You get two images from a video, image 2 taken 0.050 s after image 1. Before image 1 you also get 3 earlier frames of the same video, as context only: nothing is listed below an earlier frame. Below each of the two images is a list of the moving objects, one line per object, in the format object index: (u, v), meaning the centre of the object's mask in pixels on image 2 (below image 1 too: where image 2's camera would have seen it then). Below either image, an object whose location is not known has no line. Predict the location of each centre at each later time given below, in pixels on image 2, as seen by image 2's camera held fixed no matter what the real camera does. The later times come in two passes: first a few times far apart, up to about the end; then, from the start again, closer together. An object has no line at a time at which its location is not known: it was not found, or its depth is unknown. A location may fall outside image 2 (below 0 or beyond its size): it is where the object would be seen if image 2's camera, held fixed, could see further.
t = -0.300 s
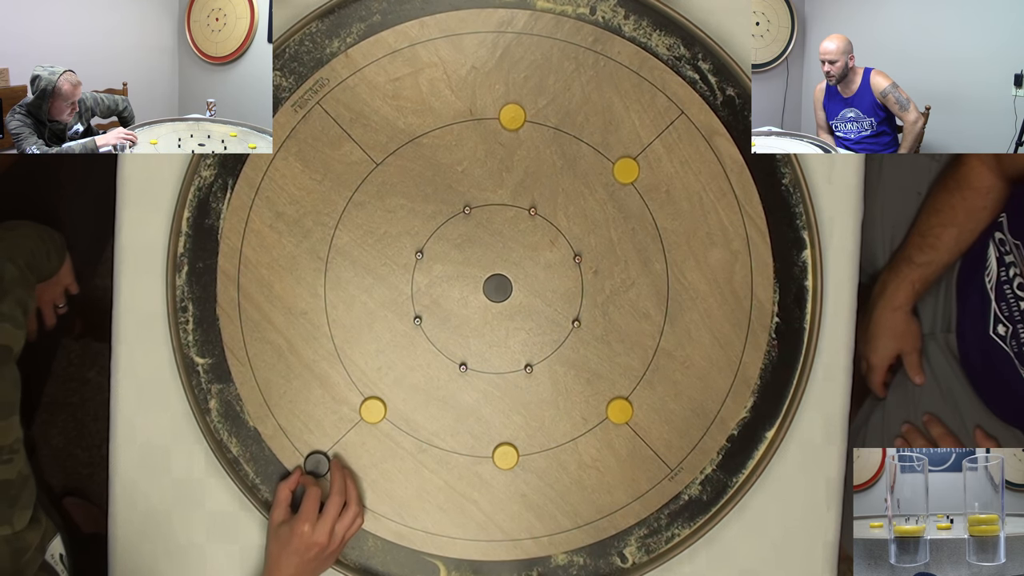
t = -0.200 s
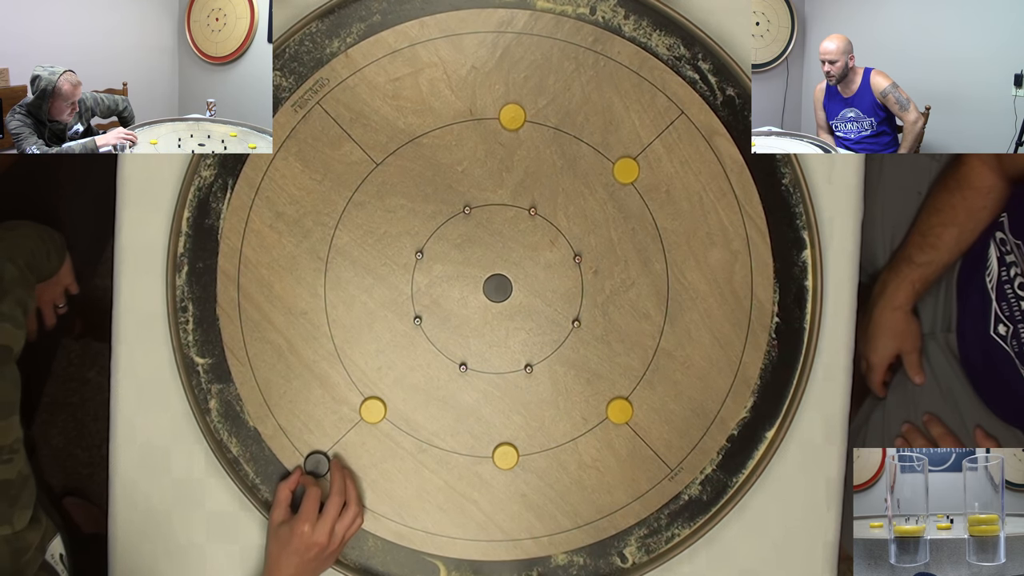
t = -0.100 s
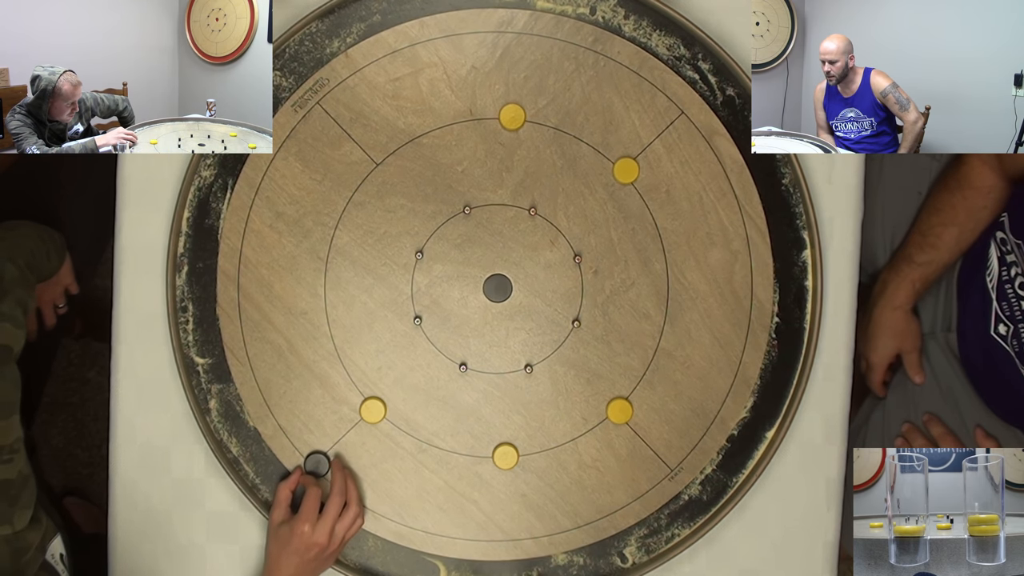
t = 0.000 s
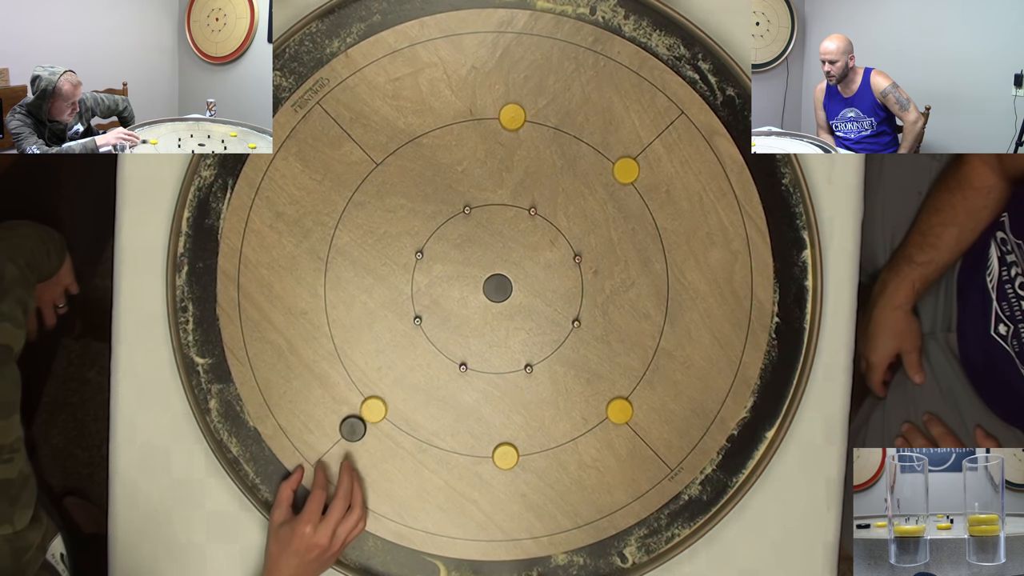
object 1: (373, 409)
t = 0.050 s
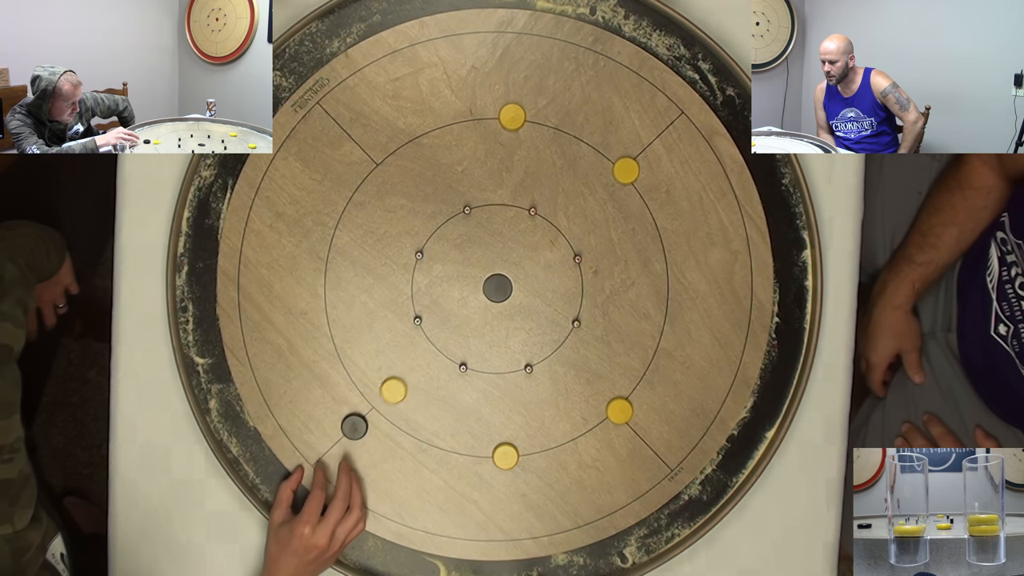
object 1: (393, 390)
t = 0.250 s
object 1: (454, 332)
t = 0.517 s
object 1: (478, 308)
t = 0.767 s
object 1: (478, 308)
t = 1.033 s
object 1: (478, 308)
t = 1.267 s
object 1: (478, 308)
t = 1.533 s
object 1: (478, 308)
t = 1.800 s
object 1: (478, 308)
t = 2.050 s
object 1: (478, 308)
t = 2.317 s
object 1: (478, 308)
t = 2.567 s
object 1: (478, 308)
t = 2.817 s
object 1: (478, 308)
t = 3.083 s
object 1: (478, 308)
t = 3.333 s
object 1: (478, 308)
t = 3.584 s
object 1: (478, 308)
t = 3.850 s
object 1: (478, 308)
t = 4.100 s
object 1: (478, 308)
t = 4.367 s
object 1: (478, 308)
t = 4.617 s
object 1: (478, 308)
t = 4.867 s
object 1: (478, 308)
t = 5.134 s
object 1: (478, 308)
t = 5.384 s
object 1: (478, 308)
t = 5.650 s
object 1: (478, 308)
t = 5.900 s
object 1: (478, 308)
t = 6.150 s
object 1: (478, 308)
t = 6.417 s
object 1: (478, 308)
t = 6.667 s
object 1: (478, 308)
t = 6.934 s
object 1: (478, 308)
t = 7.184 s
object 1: (478, 308)
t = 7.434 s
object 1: (478, 308)
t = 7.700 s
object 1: (478, 308)
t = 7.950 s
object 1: (478, 308)
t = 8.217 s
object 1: (478, 308)
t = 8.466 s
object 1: (478, 308)
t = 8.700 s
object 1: (478, 308)
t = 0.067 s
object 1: (400, 384)
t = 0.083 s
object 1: (406, 378)
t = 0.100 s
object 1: (412, 372)
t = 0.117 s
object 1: (417, 367)
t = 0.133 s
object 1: (423, 361)
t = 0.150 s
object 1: (428, 357)
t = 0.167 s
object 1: (433, 352)
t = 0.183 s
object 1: (438, 347)
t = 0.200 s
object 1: (442, 343)
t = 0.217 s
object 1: (446, 339)
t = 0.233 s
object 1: (450, 335)
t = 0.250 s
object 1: (454, 332)
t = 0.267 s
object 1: (457, 329)
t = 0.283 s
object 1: (460, 325)
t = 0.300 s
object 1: (463, 323)
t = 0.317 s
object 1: (466, 320)
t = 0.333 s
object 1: (468, 318)
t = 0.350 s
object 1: (470, 316)
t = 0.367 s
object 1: (472, 314)
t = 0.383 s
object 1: (474, 312)
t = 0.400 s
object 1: (475, 311)
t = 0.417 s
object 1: (476, 310)
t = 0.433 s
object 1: (477, 309)
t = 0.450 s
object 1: (478, 309)
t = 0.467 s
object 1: (478, 308)
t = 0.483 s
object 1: (478, 308)
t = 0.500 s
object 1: (478, 308)
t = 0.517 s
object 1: (478, 308)
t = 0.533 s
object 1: (478, 308)
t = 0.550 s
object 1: (478, 308)
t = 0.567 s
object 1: (478, 308)
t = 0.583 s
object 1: (478, 308)
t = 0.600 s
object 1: (478, 308)
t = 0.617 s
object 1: (478, 308)
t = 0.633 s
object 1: (478, 308)
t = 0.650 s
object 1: (478, 308)
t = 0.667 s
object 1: (478, 308)
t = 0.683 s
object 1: (478, 308)
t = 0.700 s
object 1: (478, 308)
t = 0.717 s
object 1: (478, 308)
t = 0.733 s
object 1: (478, 308)
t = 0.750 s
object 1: (478, 308)
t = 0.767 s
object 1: (478, 308)
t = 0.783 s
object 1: (478, 308)
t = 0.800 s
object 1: (478, 308)
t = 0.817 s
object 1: (478, 308)
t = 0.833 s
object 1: (478, 308)
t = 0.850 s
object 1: (478, 308)
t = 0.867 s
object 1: (478, 308)
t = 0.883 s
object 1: (478, 308)
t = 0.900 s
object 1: (478, 308)
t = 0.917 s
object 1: (478, 308)
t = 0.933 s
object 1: (478, 308)
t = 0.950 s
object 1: (478, 308)
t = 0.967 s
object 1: (478, 308)
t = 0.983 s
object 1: (478, 308)
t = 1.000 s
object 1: (478, 308)
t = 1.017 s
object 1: (478, 308)
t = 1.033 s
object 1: (478, 308)
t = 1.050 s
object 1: (478, 308)
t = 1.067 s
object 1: (478, 308)
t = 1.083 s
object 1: (478, 308)
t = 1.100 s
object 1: (478, 308)
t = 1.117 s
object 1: (478, 308)
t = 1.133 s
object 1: (478, 308)
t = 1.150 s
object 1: (478, 308)
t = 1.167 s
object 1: (478, 308)
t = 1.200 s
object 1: (478, 308)
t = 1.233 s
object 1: (478, 308)
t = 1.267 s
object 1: (478, 308)
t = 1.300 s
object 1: (478, 308)
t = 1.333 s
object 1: (478, 308)
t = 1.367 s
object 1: (478, 308)
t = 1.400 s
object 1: (478, 308)
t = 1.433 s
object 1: (478, 308)
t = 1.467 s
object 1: (478, 308)
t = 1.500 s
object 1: (478, 308)
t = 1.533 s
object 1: (478, 308)
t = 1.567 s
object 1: (478, 308)
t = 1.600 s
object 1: (478, 308)
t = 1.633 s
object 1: (478, 308)
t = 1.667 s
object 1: (478, 308)
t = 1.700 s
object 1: (478, 308)
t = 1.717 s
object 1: (478, 308)
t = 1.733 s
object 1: (478, 308)
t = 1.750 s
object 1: (478, 308)
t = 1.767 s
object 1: (478, 308)
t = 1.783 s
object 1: (478, 308)
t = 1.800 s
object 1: (478, 308)
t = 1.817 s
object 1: (478, 308)
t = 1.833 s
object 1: (478, 308)
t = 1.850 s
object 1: (478, 308)
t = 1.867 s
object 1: (478, 308)
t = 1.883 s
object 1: (478, 308)
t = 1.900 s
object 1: (478, 308)
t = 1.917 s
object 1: (478, 308)
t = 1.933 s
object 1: (478, 308)
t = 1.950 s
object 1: (478, 308)
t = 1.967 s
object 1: (478, 308)
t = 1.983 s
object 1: (478, 308)
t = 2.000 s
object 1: (478, 308)
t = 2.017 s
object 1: (478, 308)
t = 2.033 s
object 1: (478, 308)
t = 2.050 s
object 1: (478, 308)
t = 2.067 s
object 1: (478, 308)
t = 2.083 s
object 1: (478, 308)
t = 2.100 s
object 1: (478, 308)
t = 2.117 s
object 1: (478, 308)
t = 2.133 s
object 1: (478, 308)
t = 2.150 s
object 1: (478, 308)
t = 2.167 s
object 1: (478, 308)
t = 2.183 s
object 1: (478, 308)
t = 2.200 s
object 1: (478, 308)
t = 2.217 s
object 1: (478, 308)
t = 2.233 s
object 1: (478, 308)
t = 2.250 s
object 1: (478, 308)
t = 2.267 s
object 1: (478, 308)
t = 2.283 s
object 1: (478, 308)
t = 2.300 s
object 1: (478, 308)
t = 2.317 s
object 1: (478, 308)
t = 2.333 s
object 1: (478, 308)
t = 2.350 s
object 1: (478, 308)
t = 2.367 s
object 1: (478, 308)
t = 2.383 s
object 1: (478, 308)
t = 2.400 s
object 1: (478, 308)
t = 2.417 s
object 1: (478, 308)
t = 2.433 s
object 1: (478, 308)
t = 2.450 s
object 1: (478, 308)
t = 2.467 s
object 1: (478, 308)
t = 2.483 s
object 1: (478, 308)
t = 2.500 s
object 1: (478, 308)
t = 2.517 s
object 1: (478, 308)
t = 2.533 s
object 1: (478, 308)
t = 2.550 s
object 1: (478, 308)
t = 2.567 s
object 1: (478, 308)
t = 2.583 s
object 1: (478, 308)
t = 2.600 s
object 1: (478, 308)
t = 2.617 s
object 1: (478, 308)
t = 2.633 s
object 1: (478, 308)
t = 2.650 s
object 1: (478, 308)
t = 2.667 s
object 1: (478, 308)
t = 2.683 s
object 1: (478, 308)
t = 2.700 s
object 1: (478, 308)
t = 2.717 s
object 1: (478, 308)
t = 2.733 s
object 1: (478, 308)
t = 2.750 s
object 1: (478, 308)
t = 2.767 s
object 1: (478, 308)
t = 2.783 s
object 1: (478, 308)
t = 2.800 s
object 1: (478, 308)
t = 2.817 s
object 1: (478, 308)
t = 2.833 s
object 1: (478, 308)
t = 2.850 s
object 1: (478, 308)
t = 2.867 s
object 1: (478, 308)
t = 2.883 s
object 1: (478, 308)
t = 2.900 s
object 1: (478, 308)
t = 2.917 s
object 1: (478, 308)
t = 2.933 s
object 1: (478, 308)
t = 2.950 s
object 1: (478, 308)
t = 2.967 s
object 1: (478, 308)
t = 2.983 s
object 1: (478, 308)
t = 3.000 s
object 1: (478, 308)
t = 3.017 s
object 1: (478, 308)
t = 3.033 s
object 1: (478, 308)
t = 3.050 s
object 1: (478, 308)
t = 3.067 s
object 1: (478, 308)
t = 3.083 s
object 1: (478, 308)
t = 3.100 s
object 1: (478, 308)
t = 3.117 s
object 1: (478, 308)
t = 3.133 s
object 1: (478, 308)
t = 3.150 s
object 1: (478, 308)
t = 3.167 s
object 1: (478, 308)
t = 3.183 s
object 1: (478, 308)
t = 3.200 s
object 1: (478, 308)
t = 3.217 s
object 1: (478, 308)
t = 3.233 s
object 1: (478, 308)
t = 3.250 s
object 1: (478, 308)
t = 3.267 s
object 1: (478, 308)
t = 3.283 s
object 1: (478, 308)
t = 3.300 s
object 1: (478, 308)
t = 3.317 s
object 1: (478, 308)
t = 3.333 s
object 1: (478, 308)
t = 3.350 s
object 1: (478, 308)
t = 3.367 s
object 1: (478, 308)
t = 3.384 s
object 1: (478, 308)
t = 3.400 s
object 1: (478, 308)
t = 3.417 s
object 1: (478, 308)
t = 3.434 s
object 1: (478, 308)
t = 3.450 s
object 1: (478, 308)
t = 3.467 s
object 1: (478, 308)
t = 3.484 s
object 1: (478, 308)
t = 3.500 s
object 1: (478, 308)
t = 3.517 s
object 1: (478, 308)
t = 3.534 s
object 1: (478, 308)
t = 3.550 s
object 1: (478, 308)
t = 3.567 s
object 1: (478, 308)
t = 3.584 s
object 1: (478, 308)
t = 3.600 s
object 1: (478, 308)
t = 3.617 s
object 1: (478, 308)
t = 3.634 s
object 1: (478, 308)
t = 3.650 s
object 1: (478, 308)
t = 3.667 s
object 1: (478, 308)
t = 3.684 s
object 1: (478, 308)
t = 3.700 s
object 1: (478, 308)
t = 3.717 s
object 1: (478, 308)
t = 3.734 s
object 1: (478, 308)
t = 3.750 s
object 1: (478, 308)
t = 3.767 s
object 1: (478, 308)
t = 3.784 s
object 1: (478, 308)
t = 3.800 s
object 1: (478, 308)
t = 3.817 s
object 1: (478, 308)
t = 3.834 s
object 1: (478, 308)
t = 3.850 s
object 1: (478, 308)
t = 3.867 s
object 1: (478, 308)
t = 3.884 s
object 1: (478, 308)
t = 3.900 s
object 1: (478, 308)
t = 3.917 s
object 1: (478, 308)
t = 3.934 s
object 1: (478, 308)
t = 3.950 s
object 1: (478, 308)
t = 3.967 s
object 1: (478, 308)
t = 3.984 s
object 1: (478, 308)
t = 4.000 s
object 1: (478, 308)
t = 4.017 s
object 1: (478, 308)
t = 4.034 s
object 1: (478, 308)
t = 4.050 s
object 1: (478, 308)
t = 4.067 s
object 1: (478, 308)
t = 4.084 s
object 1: (478, 308)
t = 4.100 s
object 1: (478, 308)
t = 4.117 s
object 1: (478, 308)
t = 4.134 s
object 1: (478, 308)
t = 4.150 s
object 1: (478, 308)
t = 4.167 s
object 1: (478, 308)
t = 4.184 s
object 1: (478, 308)
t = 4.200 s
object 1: (478, 308)
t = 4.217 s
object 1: (478, 308)
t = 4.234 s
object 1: (478, 308)
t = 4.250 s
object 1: (478, 308)
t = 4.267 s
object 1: (478, 308)
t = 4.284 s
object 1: (478, 308)
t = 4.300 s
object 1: (478, 308)
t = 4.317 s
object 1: (478, 308)
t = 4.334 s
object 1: (478, 308)
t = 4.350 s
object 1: (478, 308)
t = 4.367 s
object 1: (478, 308)
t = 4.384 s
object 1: (478, 308)
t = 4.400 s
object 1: (478, 308)
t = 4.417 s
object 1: (478, 308)
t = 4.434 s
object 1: (478, 308)
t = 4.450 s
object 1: (478, 308)
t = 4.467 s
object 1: (478, 308)
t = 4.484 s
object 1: (478, 308)
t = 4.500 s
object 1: (478, 308)
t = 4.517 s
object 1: (478, 308)
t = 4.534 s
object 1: (478, 308)
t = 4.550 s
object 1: (478, 308)
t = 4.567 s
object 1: (478, 308)
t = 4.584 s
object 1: (478, 308)
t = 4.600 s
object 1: (478, 308)
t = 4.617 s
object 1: (478, 308)
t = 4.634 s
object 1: (478, 308)
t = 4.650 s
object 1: (478, 308)
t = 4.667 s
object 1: (478, 308)
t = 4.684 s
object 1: (478, 308)
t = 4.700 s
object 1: (478, 308)
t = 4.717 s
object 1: (478, 308)
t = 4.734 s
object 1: (478, 308)
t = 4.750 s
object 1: (478, 308)
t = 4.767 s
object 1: (478, 308)
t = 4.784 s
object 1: (478, 308)
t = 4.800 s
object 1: (478, 308)
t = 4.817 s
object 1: (478, 308)
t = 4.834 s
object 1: (478, 308)
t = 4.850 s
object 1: (478, 308)
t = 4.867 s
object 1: (478, 308)
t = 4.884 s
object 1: (478, 308)
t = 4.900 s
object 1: (478, 308)
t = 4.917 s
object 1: (478, 308)
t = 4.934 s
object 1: (478, 308)
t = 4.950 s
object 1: (478, 308)
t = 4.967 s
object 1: (478, 308)
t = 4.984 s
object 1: (478, 308)
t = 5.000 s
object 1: (478, 308)
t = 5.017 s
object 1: (478, 308)
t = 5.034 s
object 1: (478, 308)
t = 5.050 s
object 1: (478, 308)
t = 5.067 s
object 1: (478, 308)
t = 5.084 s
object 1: (478, 308)
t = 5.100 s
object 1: (478, 308)
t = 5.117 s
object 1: (478, 308)
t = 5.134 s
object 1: (478, 308)
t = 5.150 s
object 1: (478, 308)
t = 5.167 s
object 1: (478, 308)
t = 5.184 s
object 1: (478, 308)
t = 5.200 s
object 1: (478, 308)
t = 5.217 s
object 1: (478, 308)
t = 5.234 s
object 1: (478, 308)
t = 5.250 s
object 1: (478, 308)
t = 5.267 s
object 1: (478, 308)
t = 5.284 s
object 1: (478, 308)
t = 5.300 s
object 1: (478, 308)
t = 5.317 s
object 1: (478, 308)
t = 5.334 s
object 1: (478, 308)
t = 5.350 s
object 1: (478, 308)
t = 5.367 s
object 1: (478, 308)
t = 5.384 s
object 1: (478, 308)
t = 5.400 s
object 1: (478, 308)
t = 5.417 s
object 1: (478, 308)
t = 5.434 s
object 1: (478, 308)
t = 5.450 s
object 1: (478, 308)
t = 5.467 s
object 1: (478, 308)
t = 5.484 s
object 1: (478, 308)
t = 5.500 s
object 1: (478, 308)
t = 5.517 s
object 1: (478, 308)
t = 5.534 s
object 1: (478, 308)
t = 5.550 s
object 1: (478, 308)
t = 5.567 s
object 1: (478, 308)
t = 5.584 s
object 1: (478, 308)
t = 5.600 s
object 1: (478, 308)
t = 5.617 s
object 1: (478, 308)
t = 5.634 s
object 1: (478, 308)
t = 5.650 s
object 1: (478, 308)
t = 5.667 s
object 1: (478, 308)
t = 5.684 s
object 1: (478, 308)
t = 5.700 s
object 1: (478, 308)
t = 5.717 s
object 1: (478, 308)
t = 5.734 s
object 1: (478, 308)
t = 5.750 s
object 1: (478, 308)
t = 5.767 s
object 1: (478, 308)
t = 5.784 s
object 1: (478, 308)
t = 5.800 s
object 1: (478, 308)
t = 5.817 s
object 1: (478, 308)
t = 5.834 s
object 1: (478, 308)
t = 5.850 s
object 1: (478, 308)
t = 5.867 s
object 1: (478, 308)
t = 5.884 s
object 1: (478, 308)
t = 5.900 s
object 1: (478, 308)
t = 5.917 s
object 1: (478, 308)
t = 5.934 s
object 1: (478, 308)
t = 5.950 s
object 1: (478, 308)
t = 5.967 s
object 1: (478, 308)
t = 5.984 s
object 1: (478, 308)
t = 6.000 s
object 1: (478, 308)
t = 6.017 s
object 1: (478, 308)
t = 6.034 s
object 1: (478, 308)
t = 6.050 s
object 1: (478, 308)
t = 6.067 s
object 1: (478, 308)
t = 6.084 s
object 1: (478, 308)
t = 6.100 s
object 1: (478, 308)
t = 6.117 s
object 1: (478, 308)
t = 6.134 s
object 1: (478, 308)
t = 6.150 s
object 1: (478, 308)
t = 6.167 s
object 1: (478, 308)
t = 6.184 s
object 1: (478, 308)
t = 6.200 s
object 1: (478, 308)
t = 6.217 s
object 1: (478, 308)
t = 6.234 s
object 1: (478, 308)
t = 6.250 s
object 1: (478, 308)
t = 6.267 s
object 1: (478, 308)
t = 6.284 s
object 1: (478, 308)
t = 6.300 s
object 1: (478, 308)
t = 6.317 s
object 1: (478, 308)
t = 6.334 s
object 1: (478, 308)
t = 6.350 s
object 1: (478, 308)
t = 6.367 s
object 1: (478, 308)
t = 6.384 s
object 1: (478, 308)
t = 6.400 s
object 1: (478, 308)
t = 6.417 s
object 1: (478, 308)
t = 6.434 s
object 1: (478, 308)
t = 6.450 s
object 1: (478, 308)
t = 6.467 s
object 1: (478, 308)
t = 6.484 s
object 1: (478, 308)
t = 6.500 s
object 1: (478, 308)
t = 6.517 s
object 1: (478, 308)
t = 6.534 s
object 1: (478, 308)
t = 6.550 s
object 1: (478, 308)
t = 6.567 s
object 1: (478, 308)
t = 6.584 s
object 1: (478, 308)
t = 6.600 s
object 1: (478, 308)
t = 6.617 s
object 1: (478, 308)
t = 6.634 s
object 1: (478, 308)
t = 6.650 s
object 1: (478, 308)
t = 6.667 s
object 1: (478, 308)
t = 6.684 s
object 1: (478, 308)
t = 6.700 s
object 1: (478, 308)
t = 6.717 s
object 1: (478, 308)
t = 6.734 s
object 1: (478, 308)
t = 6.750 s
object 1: (478, 308)
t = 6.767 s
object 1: (478, 308)
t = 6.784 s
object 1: (478, 308)
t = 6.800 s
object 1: (478, 308)
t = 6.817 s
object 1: (478, 308)
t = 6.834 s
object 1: (478, 308)
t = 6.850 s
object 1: (478, 308)
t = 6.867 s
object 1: (478, 308)
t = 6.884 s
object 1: (478, 308)
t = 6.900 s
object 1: (478, 308)
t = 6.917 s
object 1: (478, 308)
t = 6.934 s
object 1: (478, 308)
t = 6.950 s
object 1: (478, 308)
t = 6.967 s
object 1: (478, 308)
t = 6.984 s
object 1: (478, 308)
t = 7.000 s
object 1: (478, 308)
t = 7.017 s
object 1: (478, 308)
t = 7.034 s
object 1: (478, 308)
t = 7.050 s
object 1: (478, 308)
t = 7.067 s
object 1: (478, 308)
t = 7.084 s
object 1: (478, 308)
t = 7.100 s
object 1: (478, 308)
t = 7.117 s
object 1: (478, 308)
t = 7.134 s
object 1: (478, 308)
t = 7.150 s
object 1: (478, 308)
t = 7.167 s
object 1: (478, 308)
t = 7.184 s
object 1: (478, 308)
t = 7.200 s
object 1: (478, 308)
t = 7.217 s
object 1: (478, 308)
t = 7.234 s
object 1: (478, 308)
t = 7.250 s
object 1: (478, 308)
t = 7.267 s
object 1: (478, 308)
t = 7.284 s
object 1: (478, 308)
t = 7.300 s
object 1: (478, 308)
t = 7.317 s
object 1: (478, 308)
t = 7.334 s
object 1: (478, 308)
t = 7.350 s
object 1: (478, 308)
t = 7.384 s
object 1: (478, 308)
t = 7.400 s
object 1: (478, 308)
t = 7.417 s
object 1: (478, 308)
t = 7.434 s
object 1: (478, 308)
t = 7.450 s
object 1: (478, 308)
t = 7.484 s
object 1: (478, 308)
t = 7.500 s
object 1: (478, 308)
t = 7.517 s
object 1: (478, 308)
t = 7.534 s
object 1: (478, 308)
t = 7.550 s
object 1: (478, 308)
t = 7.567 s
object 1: (478, 308)
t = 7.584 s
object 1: (478, 308)
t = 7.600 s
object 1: (478, 308)
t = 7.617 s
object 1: (478, 308)
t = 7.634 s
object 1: (478, 308)
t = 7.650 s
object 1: (478, 308)
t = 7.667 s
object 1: (478, 308)
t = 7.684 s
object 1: (478, 308)
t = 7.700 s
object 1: (478, 308)
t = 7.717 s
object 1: (478, 308)
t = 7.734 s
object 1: (478, 308)
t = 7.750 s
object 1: (478, 308)
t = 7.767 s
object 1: (478, 308)
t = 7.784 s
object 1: (478, 308)
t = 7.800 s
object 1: (478, 308)
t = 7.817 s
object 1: (478, 308)
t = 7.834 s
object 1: (478, 308)
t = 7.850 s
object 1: (478, 308)
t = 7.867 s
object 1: (478, 308)
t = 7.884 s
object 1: (478, 308)
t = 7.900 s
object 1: (478, 308)
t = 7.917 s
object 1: (478, 308)
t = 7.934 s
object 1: (478, 308)
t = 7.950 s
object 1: (478, 308)
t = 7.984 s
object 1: (478, 308)
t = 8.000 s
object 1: (478, 308)
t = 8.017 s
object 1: (478, 308)
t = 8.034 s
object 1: (478, 308)
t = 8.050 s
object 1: (478, 308)
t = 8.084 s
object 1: (478, 308)
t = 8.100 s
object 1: (478, 308)
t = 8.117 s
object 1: (478, 308)
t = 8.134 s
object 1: (478, 308)
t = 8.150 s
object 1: (478, 308)
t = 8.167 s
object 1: (478, 308)
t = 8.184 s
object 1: (478, 308)
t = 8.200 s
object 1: (478, 308)
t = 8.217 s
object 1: (478, 308)
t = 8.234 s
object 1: (478, 308)
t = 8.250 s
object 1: (478, 308)
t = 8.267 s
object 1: (478, 308)
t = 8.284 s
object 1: (478, 308)
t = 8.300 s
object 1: (478, 308)
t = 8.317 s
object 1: (478, 308)
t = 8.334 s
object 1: (478, 308)
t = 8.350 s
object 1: (478, 308)
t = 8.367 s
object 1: (478, 308)
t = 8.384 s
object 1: (478, 308)
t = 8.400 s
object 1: (478, 308)
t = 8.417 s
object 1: (478, 308)
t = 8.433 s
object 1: (478, 308)
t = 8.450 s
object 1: (478, 308)
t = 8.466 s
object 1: (478, 308)
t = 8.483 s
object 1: (478, 308)
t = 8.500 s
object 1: (478, 308)
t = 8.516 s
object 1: (478, 308)
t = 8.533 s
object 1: (478, 308)
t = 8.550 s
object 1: (478, 308)
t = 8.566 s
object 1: (478, 308)
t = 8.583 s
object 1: (478, 308)
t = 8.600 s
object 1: (478, 308)
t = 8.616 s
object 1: (478, 308)
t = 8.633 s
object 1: (478, 308)
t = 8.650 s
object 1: (478, 308)
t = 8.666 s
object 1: (478, 308)
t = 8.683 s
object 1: (478, 308)
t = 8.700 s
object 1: (478, 308)
